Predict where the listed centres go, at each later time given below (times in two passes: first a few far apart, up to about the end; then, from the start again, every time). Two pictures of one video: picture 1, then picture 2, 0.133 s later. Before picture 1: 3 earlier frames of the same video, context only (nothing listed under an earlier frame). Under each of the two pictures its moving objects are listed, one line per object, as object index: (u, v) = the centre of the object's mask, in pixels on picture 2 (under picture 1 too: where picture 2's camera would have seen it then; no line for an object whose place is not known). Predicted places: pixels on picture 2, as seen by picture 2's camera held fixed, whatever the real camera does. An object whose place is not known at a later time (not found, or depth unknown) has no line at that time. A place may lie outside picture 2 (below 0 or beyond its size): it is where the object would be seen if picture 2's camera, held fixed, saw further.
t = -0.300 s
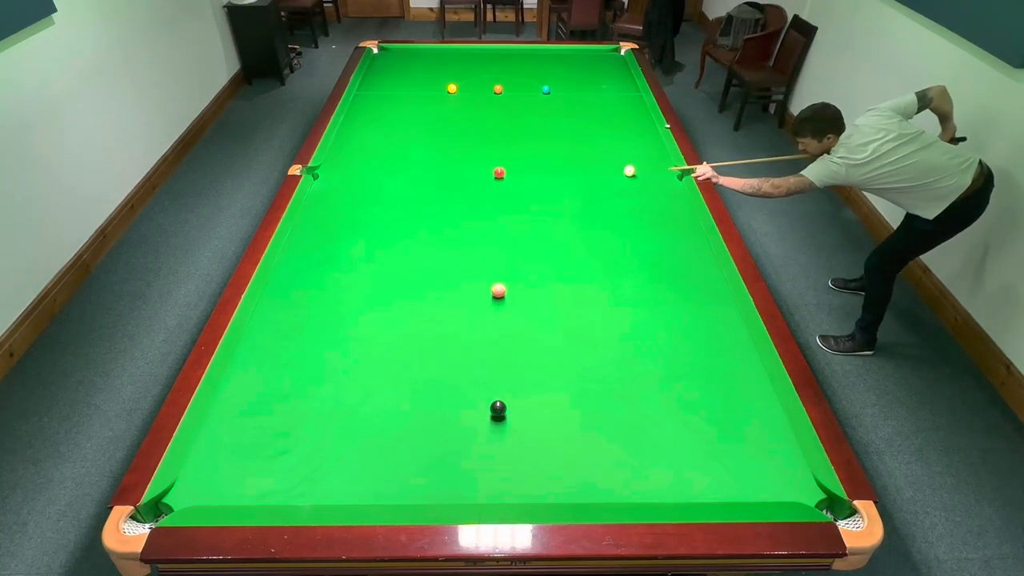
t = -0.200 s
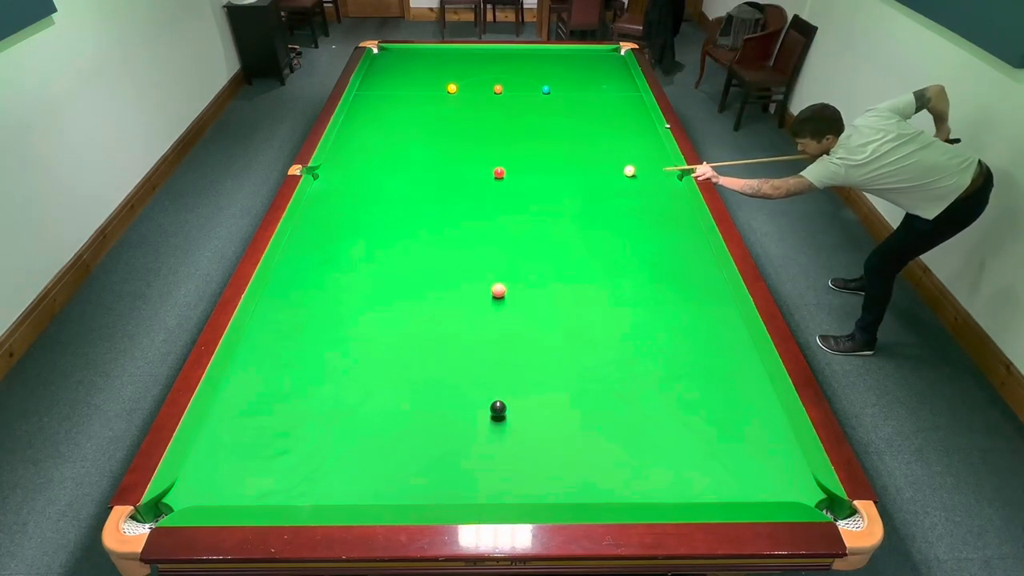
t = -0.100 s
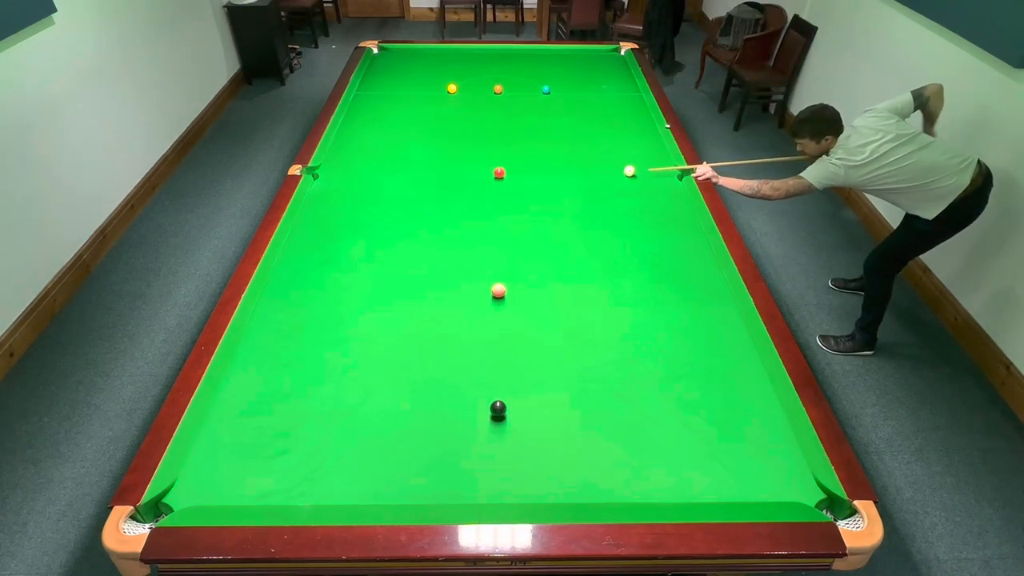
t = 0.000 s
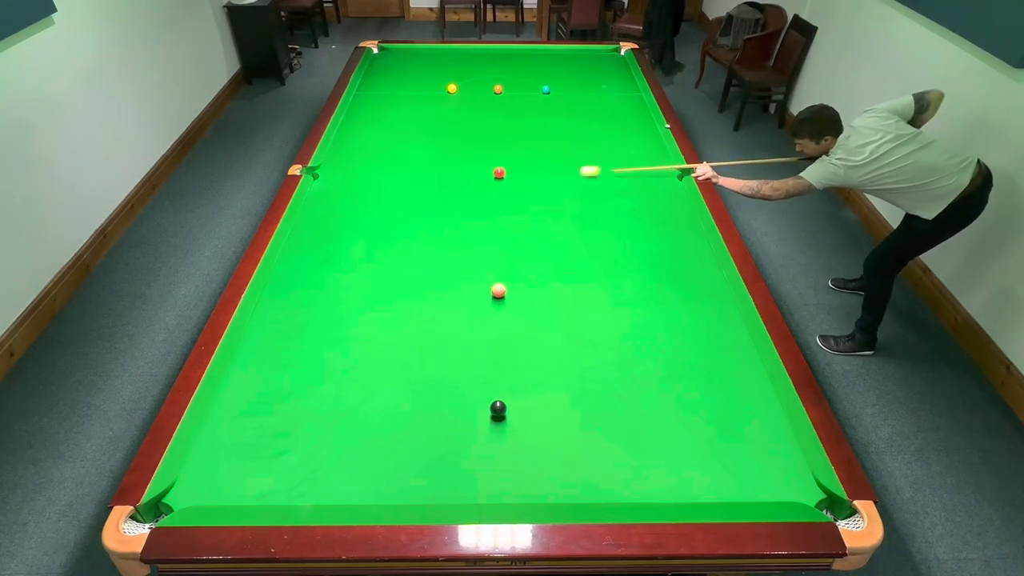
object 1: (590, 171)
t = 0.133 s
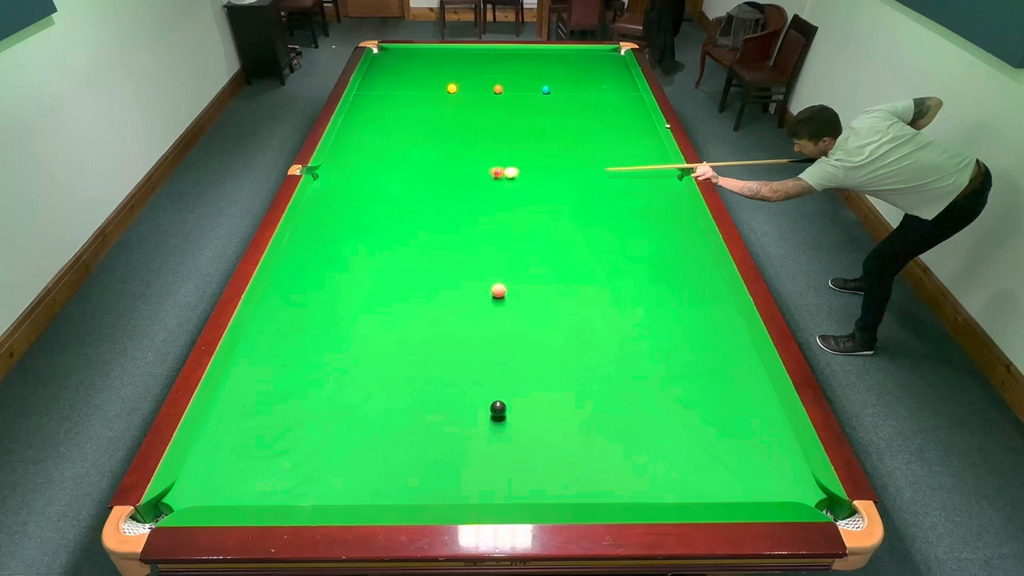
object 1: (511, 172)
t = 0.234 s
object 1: (507, 173)
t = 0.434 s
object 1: (499, 175)
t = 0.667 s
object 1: (491, 176)
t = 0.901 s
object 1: (483, 177)
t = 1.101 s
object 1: (478, 178)
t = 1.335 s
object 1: (471, 179)
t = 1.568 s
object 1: (466, 179)
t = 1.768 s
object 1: (462, 180)
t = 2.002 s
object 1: (459, 180)
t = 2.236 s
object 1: (455, 180)
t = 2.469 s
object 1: (453, 180)
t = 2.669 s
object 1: (452, 180)
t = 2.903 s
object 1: (451, 180)
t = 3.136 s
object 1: (451, 180)
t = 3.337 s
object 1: (451, 180)
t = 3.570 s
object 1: (451, 180)
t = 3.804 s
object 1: (451, 180)
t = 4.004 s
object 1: (451, 180)
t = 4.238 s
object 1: (451, 180)
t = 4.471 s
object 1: (451, 180)
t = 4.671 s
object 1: (451, 180)
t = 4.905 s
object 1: (451, 180)
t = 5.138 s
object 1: (451, 180)
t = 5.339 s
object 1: (451, 180)
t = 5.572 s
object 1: (451, 180)
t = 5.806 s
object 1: (451, 180)
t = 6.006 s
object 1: (451, 180)
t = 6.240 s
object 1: (451, 180)
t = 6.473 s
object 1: (451, 180)
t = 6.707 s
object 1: (451, 180)
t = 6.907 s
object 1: (451, 180)
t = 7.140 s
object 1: (451, 180)
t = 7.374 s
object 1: (451, 180)
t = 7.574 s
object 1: (451, 180)
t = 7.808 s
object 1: (451, 180)
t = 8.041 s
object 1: (451, 180)
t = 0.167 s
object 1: (509, 173)
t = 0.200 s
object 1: (508, 173)
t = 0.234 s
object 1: (507, 173)
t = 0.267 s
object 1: (505, 174)
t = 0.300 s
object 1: (504, 174)
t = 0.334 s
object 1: (503, 174)
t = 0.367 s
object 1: (502, 174)
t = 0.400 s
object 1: (500, 174)
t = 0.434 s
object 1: (499, 175)
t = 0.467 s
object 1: (498, 175)
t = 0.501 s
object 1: (497, 175)
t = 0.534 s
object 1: (496, 175)
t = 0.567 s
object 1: (494, 175)
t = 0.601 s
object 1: (493, 176)
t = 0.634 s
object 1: (492, 176)
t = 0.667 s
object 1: (491, 176)
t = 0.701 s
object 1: (490, 176)
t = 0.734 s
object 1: (489, 176)
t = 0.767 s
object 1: (488, 177)
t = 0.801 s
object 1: (486, 177)
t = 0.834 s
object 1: (486, 177)
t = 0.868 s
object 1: (485, 177)
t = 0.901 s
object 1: (483, 177)
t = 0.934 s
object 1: (482, 177)
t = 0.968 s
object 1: (481, 178)
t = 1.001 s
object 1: (481, 178)
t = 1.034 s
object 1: (480, 178)
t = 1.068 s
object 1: (479, 178)
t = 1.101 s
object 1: (478, 178)
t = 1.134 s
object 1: (477, 178)
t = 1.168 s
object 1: (476, 178)
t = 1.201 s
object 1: (475, 178)
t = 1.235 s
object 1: (474, 178)
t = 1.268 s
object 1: (473, 178)
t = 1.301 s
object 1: (472, 179)
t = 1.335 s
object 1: (471, 179)
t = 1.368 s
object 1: (471, 179)
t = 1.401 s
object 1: (470, 179)
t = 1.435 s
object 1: (469, 179)
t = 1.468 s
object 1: (468, 179)
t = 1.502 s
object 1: (468, 179)
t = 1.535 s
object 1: (467, 179)
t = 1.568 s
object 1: (466, 179)
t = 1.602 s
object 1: (466, 180)
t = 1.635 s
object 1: (465, 180)
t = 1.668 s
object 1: (464, 180)
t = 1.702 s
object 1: (464, 180)
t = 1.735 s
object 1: (463, 180)
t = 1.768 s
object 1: (462, 180)
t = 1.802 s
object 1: (462, 180)
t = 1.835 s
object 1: (461, 180)
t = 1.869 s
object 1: (461, 180)
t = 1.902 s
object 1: (460, 180)
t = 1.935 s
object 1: (460, 180)
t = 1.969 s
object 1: (459, 180)
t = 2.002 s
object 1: (459, 180)
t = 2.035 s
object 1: (458, 180)
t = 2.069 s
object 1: (458, 180)
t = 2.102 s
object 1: (457, 180)
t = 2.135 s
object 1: (457, 180)
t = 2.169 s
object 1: (456, 180)
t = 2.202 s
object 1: (456, 180)
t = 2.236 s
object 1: (455, 180)
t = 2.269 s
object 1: (455, 180)
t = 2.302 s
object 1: (455, 180)
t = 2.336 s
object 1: (454, 180)
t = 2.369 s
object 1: (454, 180)
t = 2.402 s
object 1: (454, 180)
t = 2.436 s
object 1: (454, 180)
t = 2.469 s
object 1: (453, 180)
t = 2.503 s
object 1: (453, 180)
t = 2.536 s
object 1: (453, 180)
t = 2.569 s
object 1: (452, 180)
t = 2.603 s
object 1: (452, 180)
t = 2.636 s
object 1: (452, 180)
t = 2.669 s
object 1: (452, 180)
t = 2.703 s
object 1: (452, 180)
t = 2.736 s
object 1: (452, 180)
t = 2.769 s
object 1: (451, 180)
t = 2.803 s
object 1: (451, 180)
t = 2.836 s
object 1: (451, 180)
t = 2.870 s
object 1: (451, 180)
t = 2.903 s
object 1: (451, 180)
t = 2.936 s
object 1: (451, 180)
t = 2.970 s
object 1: (451, 180)
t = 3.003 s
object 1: (451, 180)
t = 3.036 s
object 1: (451, 180)
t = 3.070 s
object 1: (451, 180)
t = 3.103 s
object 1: (451, 180)
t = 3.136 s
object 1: (451, 180)
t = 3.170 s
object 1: (451, 180)
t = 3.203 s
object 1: (451, 180)
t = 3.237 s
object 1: (451, 180)
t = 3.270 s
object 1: (451, 180)
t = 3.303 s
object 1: (451, 180)
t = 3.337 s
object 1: (451, 180)
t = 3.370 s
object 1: (451, 180)
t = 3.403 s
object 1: (451, 180)
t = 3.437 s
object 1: (451, 180)
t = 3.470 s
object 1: (451, 180)
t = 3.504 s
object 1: (451, 180)
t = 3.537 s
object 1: (451, 180)
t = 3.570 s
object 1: (451, 180)
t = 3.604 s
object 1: (451, 180)
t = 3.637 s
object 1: (451, 180)
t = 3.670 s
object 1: (451, 180)
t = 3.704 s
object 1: (451, 180)
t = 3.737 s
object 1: (451, 180)
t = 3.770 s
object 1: (451, 180)
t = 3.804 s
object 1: (451, 180)
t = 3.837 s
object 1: (451, 180)
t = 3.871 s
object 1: (451, 180)
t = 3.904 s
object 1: (451, 180)
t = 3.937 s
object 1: (451, 180)
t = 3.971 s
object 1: (451, 180)
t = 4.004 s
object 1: (451, 180)
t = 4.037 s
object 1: (451, 180)
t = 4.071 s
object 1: (451, 180)
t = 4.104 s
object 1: (451, 180)
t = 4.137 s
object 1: (451, 180)
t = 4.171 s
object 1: (451, 180)
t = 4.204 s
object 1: (451, 180)
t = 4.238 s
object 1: (451, 180)
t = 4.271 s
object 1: (451, 180)
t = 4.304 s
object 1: (451, 180)
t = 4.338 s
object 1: (451, 180)
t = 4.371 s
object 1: (451, 180)
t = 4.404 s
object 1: (451, 180)
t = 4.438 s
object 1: (451, 180)
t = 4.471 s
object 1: (451, 180)
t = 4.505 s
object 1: (451, 180)
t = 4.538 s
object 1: (451, 180)
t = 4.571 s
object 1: (451, 180)
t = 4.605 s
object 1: (451, 180)
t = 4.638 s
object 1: (451, 180)
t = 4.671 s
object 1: (451, 180)
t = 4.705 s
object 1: (451, 180)
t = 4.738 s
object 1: (451, 180)
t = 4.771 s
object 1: (451, 180)
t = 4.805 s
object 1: (451, 180)
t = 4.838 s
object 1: (451, 180)
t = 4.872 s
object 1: (451, 180)
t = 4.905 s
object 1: (451, 180)
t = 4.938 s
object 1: (451, 180)
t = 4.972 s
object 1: (451, 180)
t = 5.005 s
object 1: (451, 180)
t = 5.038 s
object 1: (451, 180)
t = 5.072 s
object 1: (451, 180)
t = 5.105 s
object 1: (451, 180)
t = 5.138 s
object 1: (451, 180)
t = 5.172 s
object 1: (451, 180)
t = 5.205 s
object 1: (451, 180)
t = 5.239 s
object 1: (451, 180)
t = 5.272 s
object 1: (451, 180)
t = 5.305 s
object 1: (451, 180)
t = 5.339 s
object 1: (451, 180)
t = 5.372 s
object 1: (451, 180)
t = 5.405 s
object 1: (451, 180)
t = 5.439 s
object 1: (451, 180)
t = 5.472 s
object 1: (451, 180)
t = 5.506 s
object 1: (451, 180)
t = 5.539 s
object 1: (451, 180)
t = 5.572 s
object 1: (451, 180)
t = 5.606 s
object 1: (451, 180)
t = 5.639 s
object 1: (451, 180)
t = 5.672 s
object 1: (451, 180)
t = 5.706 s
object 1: (451, 180)
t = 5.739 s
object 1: (451, 180)
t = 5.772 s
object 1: (451, 180)
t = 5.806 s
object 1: (451, 180)
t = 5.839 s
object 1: (451, 180)
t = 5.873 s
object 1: (451, 180)
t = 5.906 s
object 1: (451, 180)
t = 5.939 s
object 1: (451, 180)
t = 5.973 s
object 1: (451, 180)
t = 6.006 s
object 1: (451, 180)
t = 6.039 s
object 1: (451, 180)
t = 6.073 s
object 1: (451, 180)
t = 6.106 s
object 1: (451, 180)
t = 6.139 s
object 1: (451, 180)
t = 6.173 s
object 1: (451, 180)
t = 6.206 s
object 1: (451, 180)
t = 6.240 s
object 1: (451, 180)
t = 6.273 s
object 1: (451, 180)
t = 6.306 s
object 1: (451, 180)
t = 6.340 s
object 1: (451, 180)
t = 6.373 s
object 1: (451, 180)
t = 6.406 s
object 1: (451, 180)
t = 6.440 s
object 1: (451, 180)
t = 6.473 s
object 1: (451, 180)
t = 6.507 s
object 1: (451, 180)
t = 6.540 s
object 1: (451, 180)
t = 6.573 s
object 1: (451, 180)
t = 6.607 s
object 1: (451, 180)
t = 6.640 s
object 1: (451, 180)
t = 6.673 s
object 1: (451, 180)
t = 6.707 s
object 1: (451, 180)
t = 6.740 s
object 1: (451, 180)
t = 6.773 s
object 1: (451, 180)
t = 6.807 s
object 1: (451, 180)
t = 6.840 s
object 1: (451, 180)
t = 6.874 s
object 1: (451, 180)
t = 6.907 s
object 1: (451, 180)
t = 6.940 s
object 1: (451, 180)
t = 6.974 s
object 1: (451, 180)
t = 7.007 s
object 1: (451, 180)
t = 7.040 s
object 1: (451, 180)
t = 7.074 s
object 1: (451, 180)
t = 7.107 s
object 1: (451, 180)
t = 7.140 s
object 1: (451, 180)
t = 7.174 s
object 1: (451, 180)
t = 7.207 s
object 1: (451, 180)
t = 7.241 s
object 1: (451, 180)
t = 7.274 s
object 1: (451, 180)
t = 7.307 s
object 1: (451, 180)
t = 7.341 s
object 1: (451, 180)
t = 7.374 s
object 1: (451, 180)
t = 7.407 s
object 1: (451, 180)
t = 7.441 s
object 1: (451, 180)
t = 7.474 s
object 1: (451, 180)
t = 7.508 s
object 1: (451, 180)
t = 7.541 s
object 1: (451, 180)
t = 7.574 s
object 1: (451, 180)
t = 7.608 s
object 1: (451, 180)
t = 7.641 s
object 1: (451, 180)
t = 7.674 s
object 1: (451, 180)
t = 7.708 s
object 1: (451, 180)
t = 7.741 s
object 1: (451, 180)
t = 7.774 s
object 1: (451, 180)
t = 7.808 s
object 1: (451, 180)
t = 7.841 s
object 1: (451, 180)
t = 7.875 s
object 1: (451, 180)
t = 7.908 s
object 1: (451, 180)
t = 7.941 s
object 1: (451, 180)
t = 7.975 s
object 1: (451, 180)
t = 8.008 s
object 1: (451, 180)
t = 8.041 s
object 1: (451, 180)
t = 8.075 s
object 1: (451, 180)
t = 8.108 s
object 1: (451, 180)
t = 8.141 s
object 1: (451, 180)
